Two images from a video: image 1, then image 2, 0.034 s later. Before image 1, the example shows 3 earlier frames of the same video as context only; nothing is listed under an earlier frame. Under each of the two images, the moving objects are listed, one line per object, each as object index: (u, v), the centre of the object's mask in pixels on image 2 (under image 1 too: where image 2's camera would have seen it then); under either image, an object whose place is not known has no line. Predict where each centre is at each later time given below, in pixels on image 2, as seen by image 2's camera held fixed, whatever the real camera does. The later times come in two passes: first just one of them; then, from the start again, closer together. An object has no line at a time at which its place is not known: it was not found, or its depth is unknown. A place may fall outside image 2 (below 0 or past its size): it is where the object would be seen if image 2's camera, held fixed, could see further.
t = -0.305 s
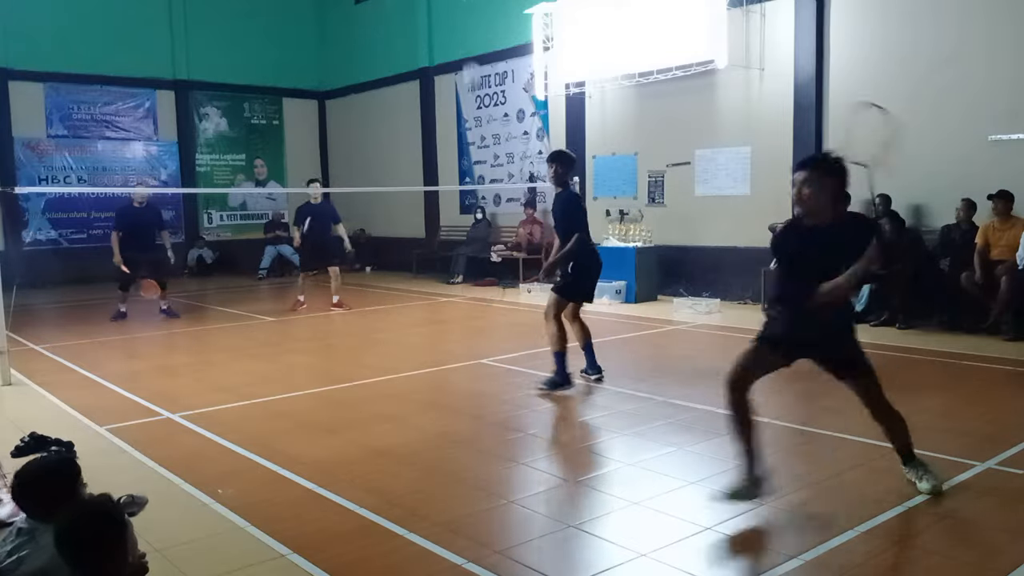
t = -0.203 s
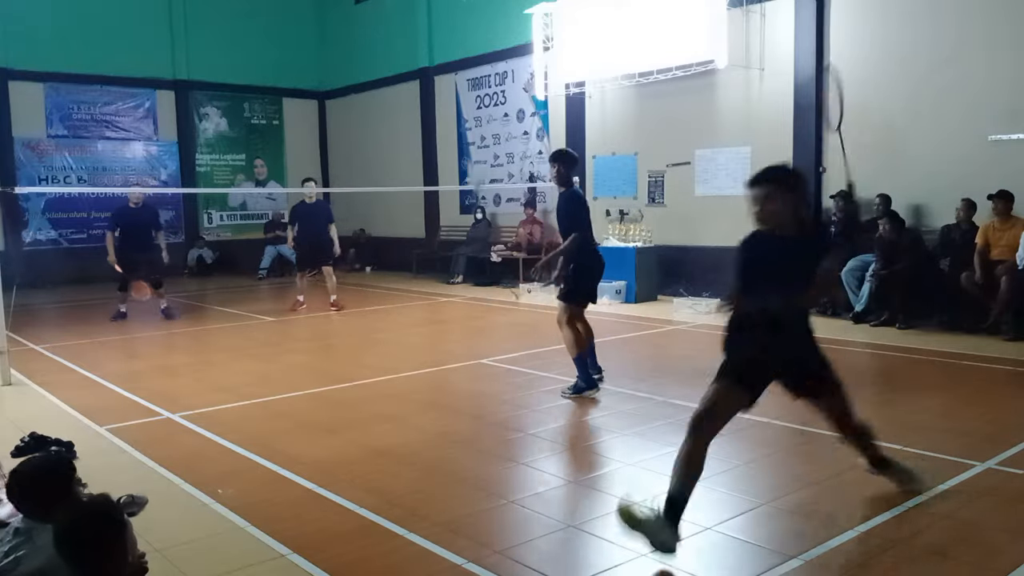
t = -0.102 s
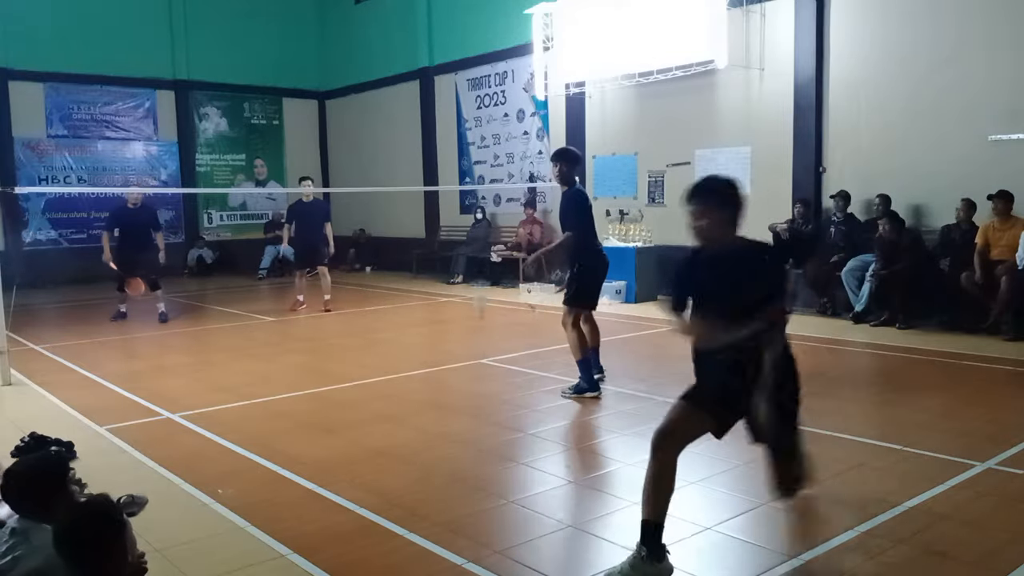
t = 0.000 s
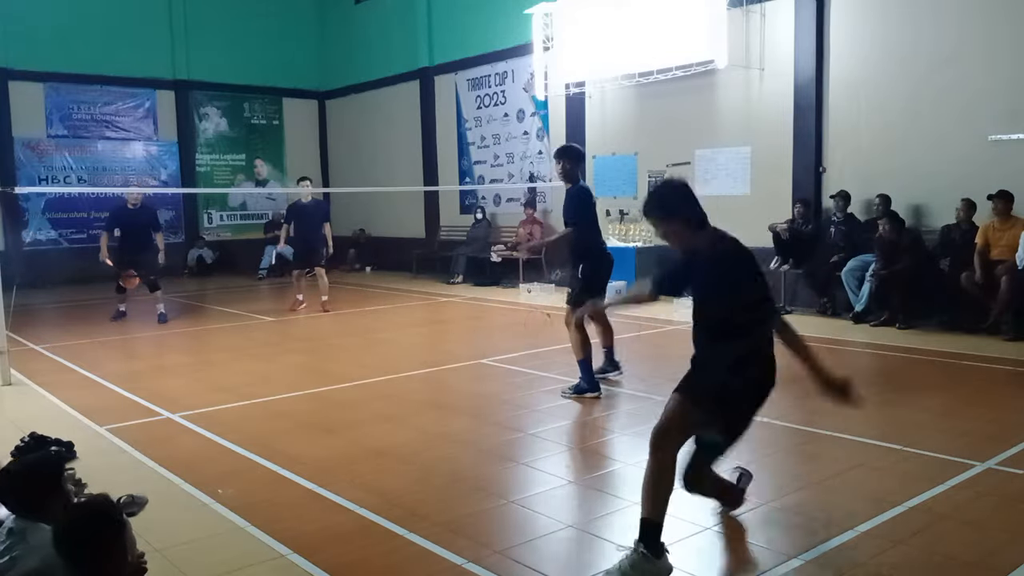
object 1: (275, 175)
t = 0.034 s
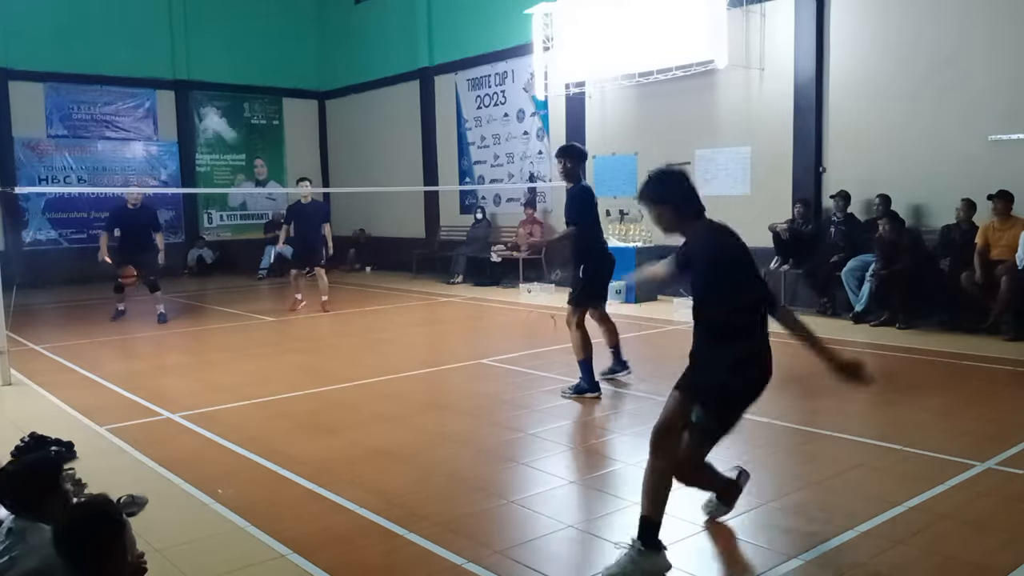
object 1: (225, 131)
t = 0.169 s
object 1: (123, 49)
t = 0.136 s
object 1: (136, 58)
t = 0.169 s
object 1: (123, 49)
